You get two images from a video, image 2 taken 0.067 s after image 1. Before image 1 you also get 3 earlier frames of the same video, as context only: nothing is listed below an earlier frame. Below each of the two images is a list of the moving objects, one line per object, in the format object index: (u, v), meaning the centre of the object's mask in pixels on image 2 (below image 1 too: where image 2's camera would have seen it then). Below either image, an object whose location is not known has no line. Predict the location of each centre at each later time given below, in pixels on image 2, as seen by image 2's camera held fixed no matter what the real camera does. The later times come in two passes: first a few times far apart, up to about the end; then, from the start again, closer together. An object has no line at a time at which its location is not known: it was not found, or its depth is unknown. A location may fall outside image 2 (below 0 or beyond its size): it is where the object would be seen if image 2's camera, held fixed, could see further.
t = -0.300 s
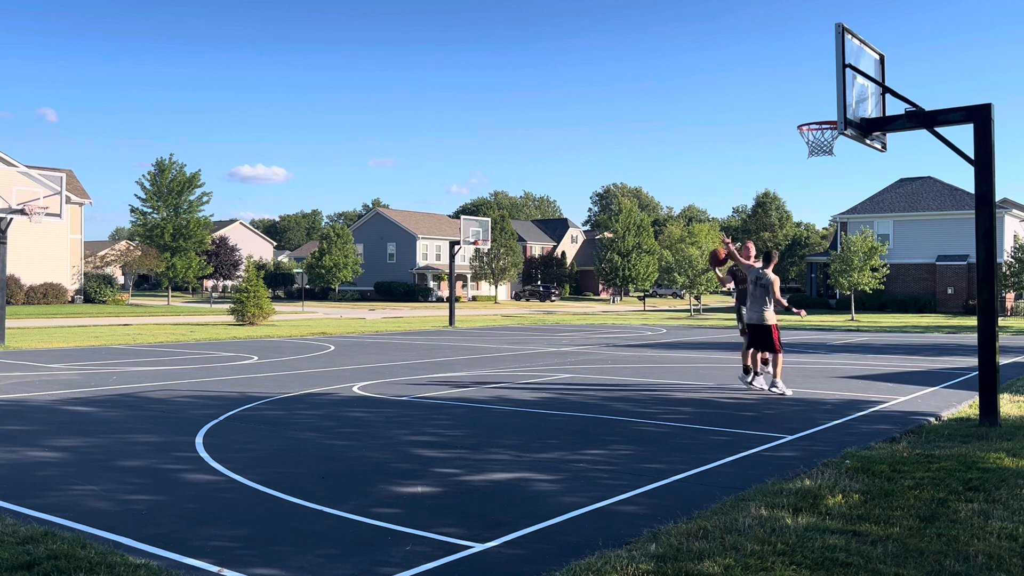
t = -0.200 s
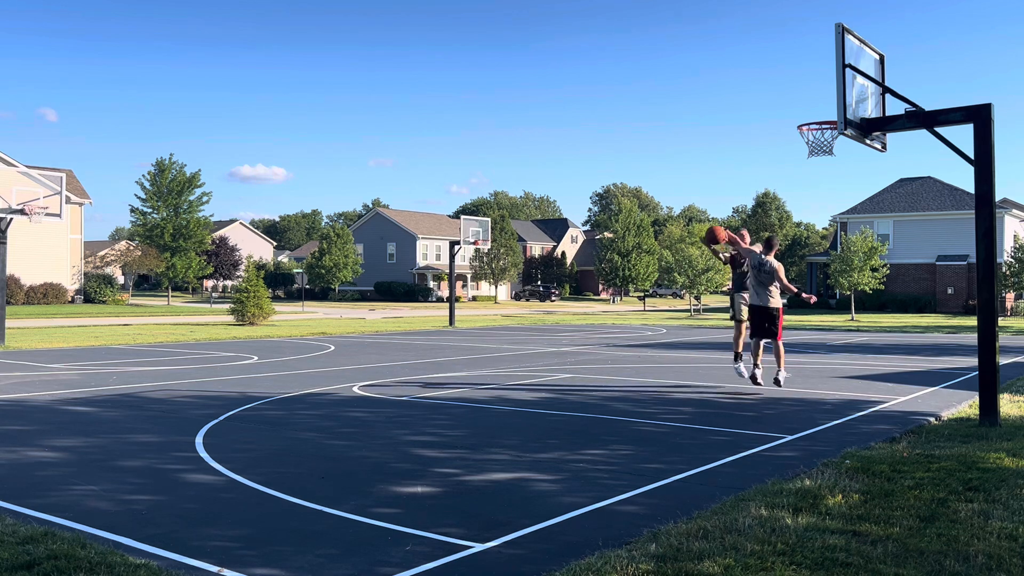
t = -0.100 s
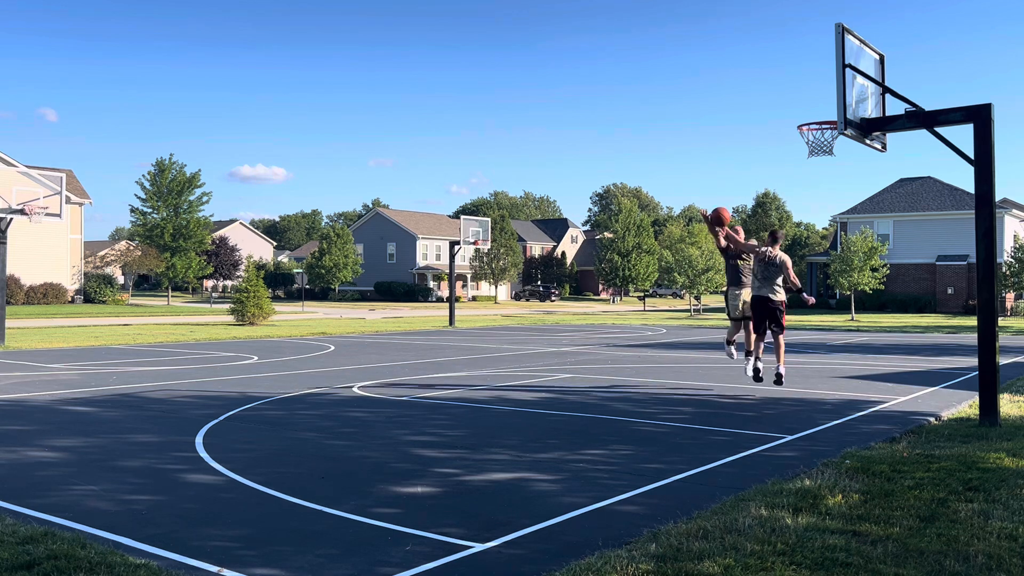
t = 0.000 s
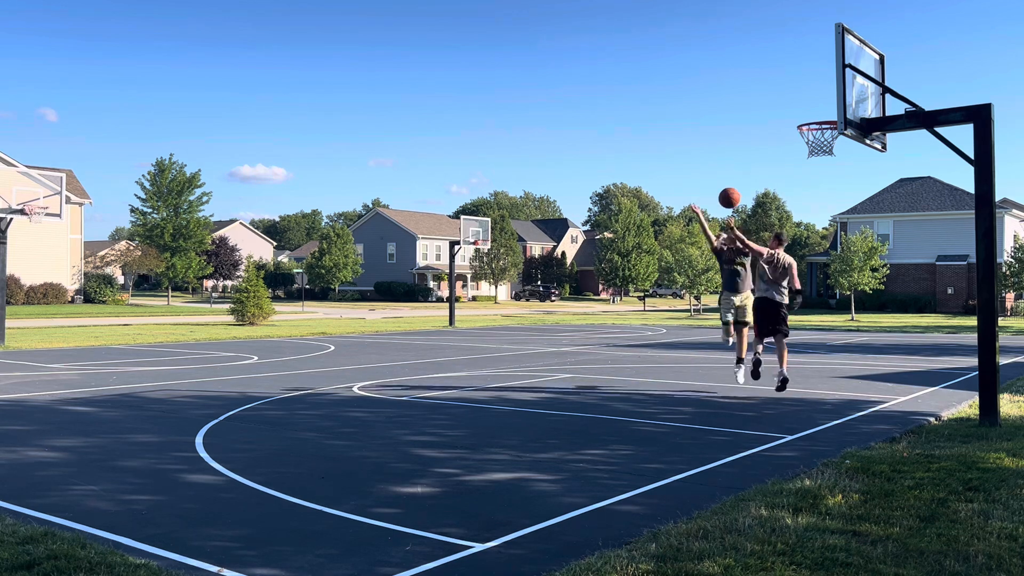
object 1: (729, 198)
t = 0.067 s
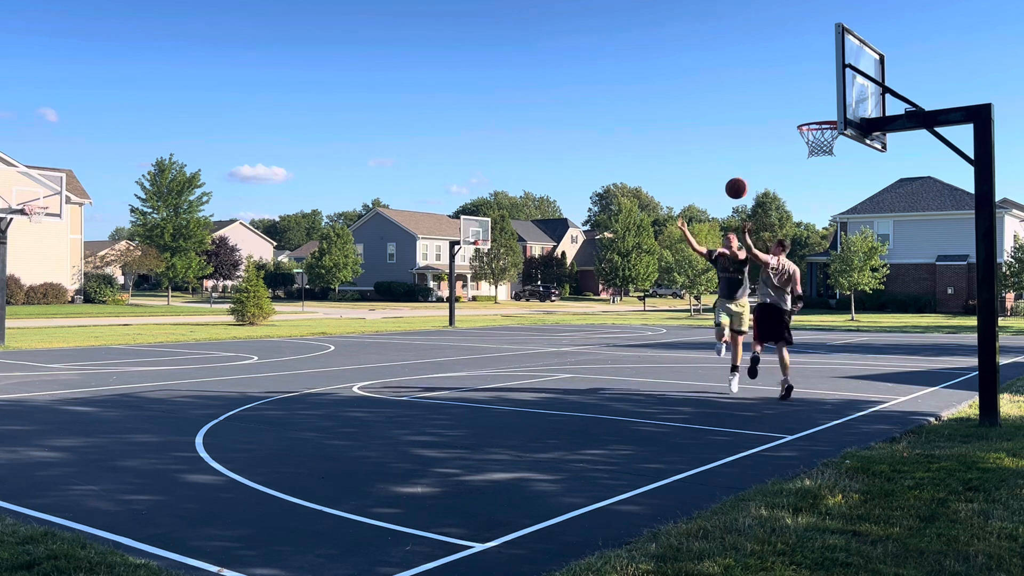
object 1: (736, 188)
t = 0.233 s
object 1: (756, 180)
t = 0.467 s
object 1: (786, 213)
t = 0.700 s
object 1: (821, 317)
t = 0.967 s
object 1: (887, 386)
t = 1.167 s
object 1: (969, 315)
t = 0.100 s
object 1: (740, 184)
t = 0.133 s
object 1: (744, 182)
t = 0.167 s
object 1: (748, 180)
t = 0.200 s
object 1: (752, 179)
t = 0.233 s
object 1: (756, 180)
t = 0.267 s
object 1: (760, 181)
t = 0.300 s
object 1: (764, 183)
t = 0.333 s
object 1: (768, 187)
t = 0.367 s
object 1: (773, 191)
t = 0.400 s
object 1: (777, 197)
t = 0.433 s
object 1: (782, 205)
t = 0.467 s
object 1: (786, 213)
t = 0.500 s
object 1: (791, 223)
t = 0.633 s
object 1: (811, 279)
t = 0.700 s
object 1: (821, 317)
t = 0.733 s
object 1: (826, 339)
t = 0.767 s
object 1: (832, 363)
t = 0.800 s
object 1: (838, 390)
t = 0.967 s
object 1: (887, 386)
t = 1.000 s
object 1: (900, 371)
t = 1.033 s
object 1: (913, 357)
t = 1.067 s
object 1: (927, 345)
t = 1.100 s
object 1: (940, 333)
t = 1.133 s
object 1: (954, 323)
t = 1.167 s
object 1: (969, 315)
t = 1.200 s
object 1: (982, 306)
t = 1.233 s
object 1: (998, 302)
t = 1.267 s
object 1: (1010, 298)
